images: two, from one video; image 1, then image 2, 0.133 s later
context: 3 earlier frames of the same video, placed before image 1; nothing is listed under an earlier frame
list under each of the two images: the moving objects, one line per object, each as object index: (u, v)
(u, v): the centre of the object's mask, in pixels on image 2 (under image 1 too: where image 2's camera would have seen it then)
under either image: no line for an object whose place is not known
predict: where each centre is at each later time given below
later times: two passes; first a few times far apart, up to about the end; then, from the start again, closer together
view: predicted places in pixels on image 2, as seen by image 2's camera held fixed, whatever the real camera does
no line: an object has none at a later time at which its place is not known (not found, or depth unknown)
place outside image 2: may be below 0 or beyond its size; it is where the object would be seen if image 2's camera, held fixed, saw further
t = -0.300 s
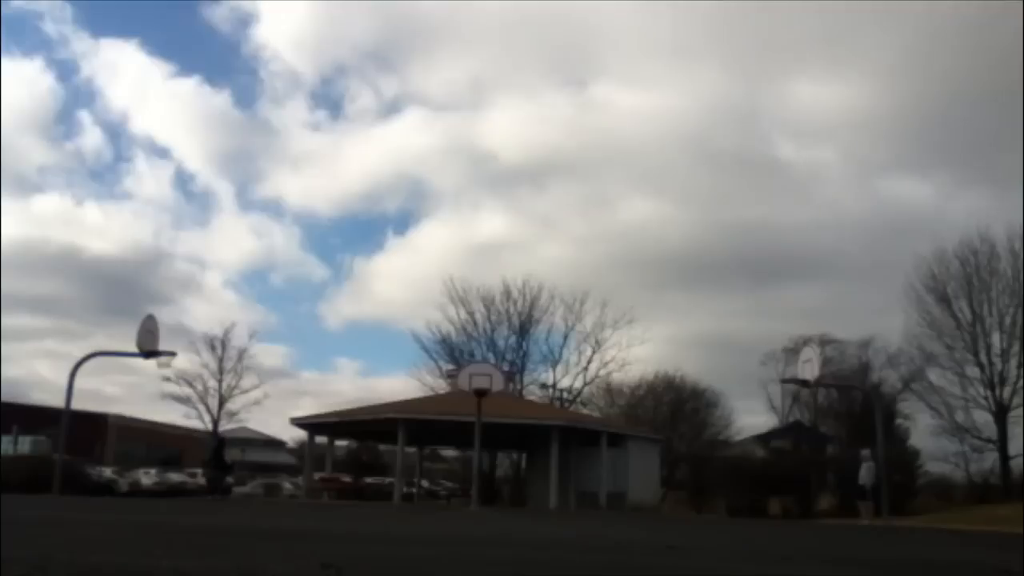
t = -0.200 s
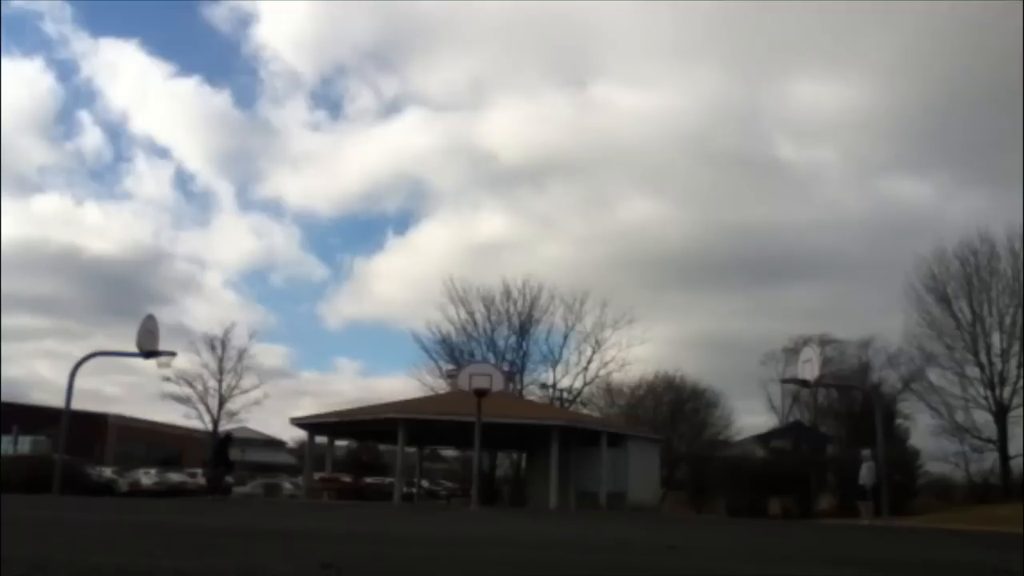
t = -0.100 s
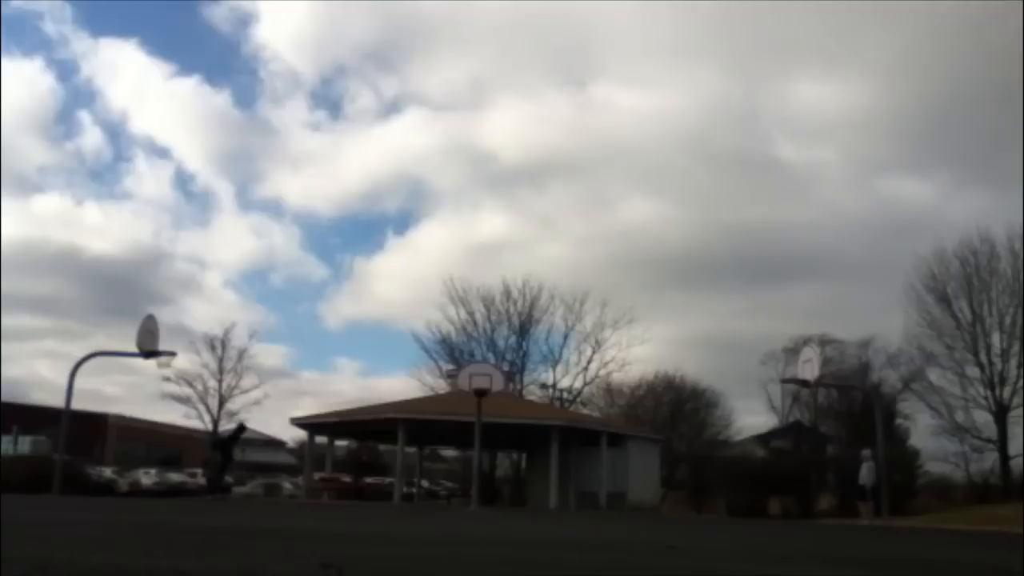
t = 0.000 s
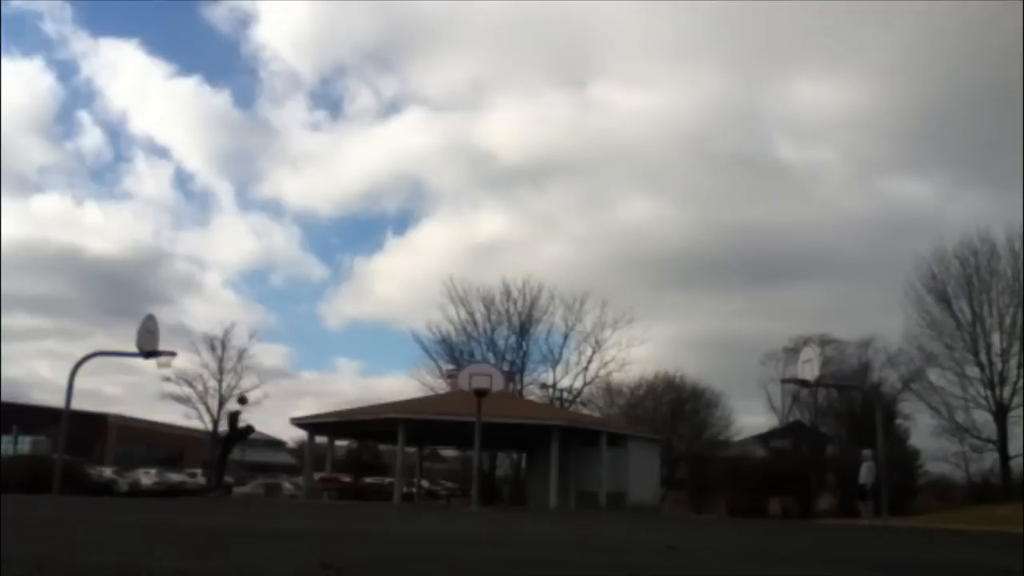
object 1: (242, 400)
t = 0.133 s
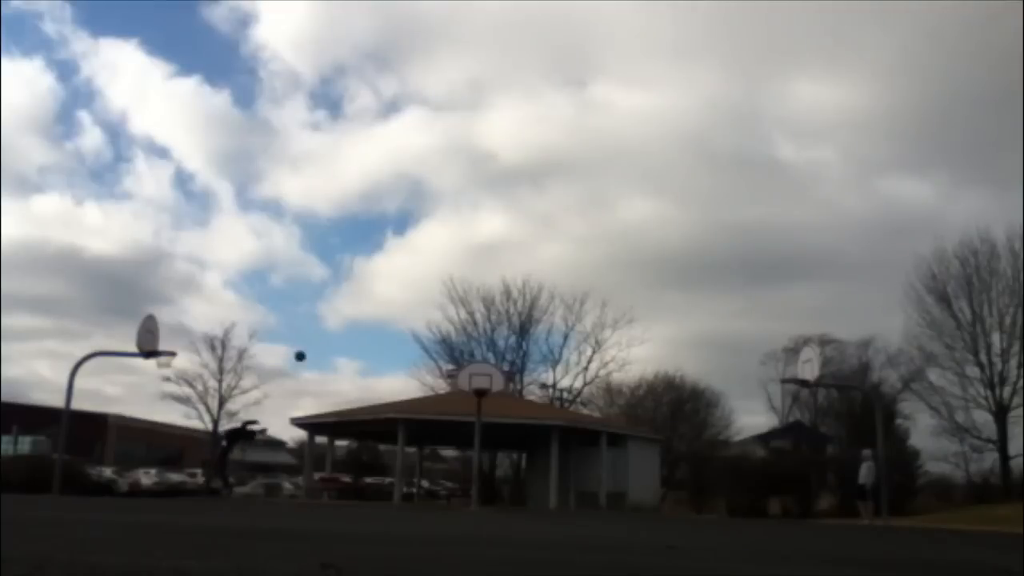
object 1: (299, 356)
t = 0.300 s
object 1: (366, 313)
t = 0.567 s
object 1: (462, 268)
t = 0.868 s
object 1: (560, 251)
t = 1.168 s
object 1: (652, 267)
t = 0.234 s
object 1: (340, 329)
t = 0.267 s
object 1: (353, 321)
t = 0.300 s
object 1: (366, 313)
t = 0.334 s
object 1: (379, 306)
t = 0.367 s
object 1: (391, 299)
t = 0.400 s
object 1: (403, 293)
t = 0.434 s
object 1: (415, 287)
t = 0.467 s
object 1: (427, 282)
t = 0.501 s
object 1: (439, 277)
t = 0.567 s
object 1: (462, 268)
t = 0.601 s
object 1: (473, 265)
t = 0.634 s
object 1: (485, 262)
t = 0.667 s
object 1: (496, 259)
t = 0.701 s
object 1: (507, 257)
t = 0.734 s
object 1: (518, 254)
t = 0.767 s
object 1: (528, 253)
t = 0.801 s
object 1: (539, 252)
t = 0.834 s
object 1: (549, 252)
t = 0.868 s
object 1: (560, 251)
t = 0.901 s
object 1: (570, 252)
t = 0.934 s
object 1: (581, 252)
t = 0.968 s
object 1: (591, 253)
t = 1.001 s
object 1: (601, 254)
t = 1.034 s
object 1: (612, 256)
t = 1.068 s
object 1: (622, 258)
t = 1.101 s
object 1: (632, 260)
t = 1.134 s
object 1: (642, 263)
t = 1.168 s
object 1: (652, 267)
